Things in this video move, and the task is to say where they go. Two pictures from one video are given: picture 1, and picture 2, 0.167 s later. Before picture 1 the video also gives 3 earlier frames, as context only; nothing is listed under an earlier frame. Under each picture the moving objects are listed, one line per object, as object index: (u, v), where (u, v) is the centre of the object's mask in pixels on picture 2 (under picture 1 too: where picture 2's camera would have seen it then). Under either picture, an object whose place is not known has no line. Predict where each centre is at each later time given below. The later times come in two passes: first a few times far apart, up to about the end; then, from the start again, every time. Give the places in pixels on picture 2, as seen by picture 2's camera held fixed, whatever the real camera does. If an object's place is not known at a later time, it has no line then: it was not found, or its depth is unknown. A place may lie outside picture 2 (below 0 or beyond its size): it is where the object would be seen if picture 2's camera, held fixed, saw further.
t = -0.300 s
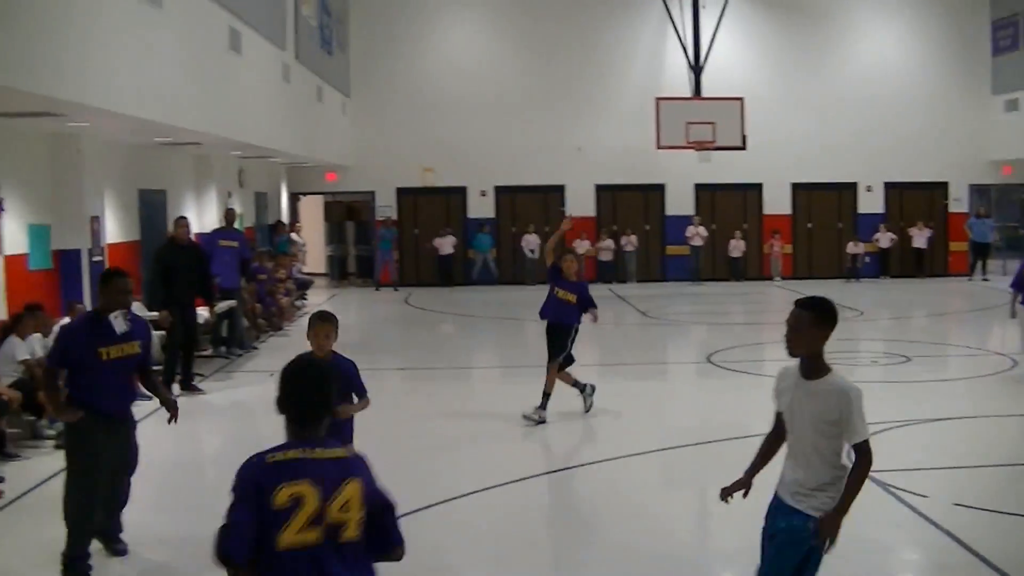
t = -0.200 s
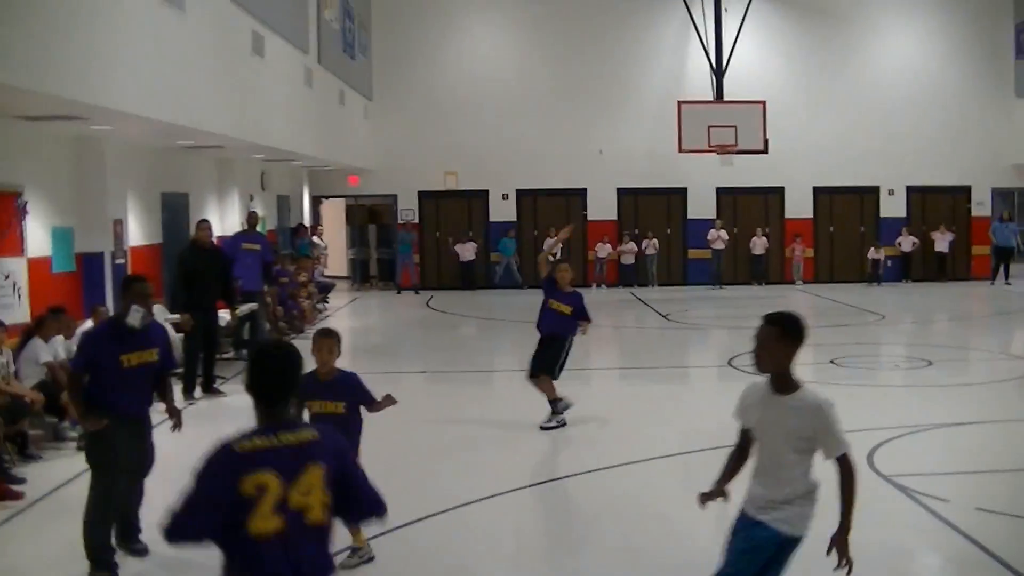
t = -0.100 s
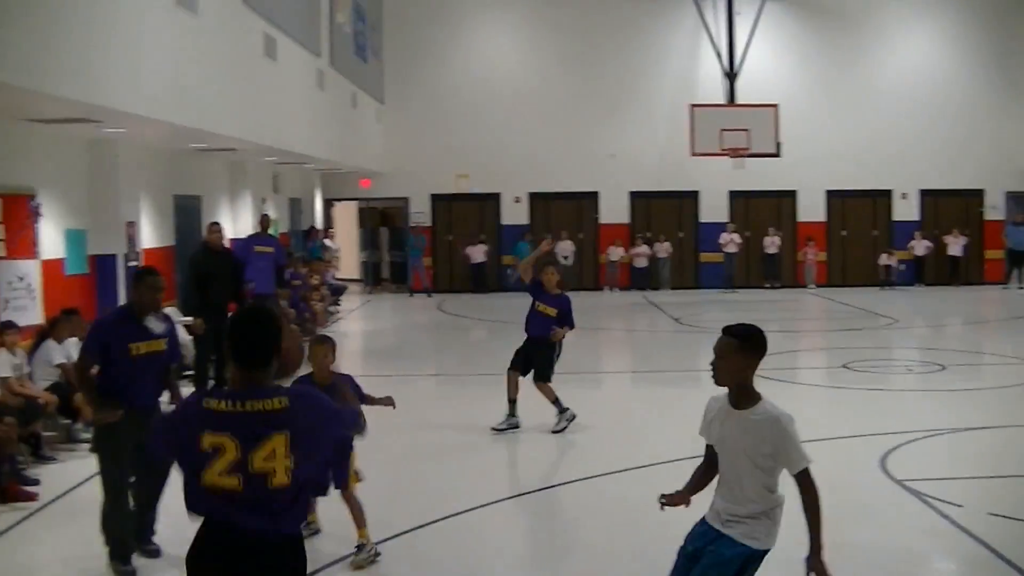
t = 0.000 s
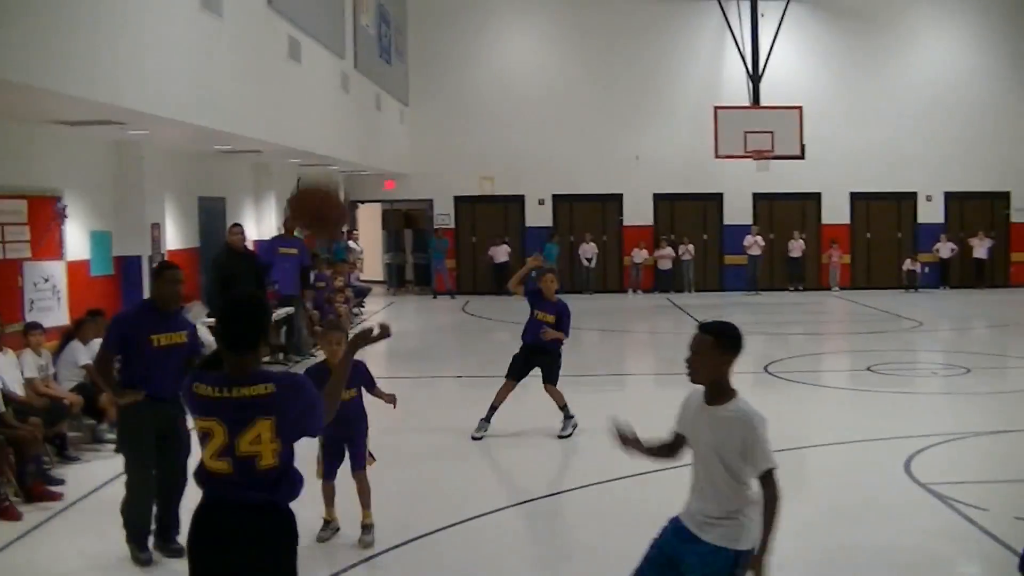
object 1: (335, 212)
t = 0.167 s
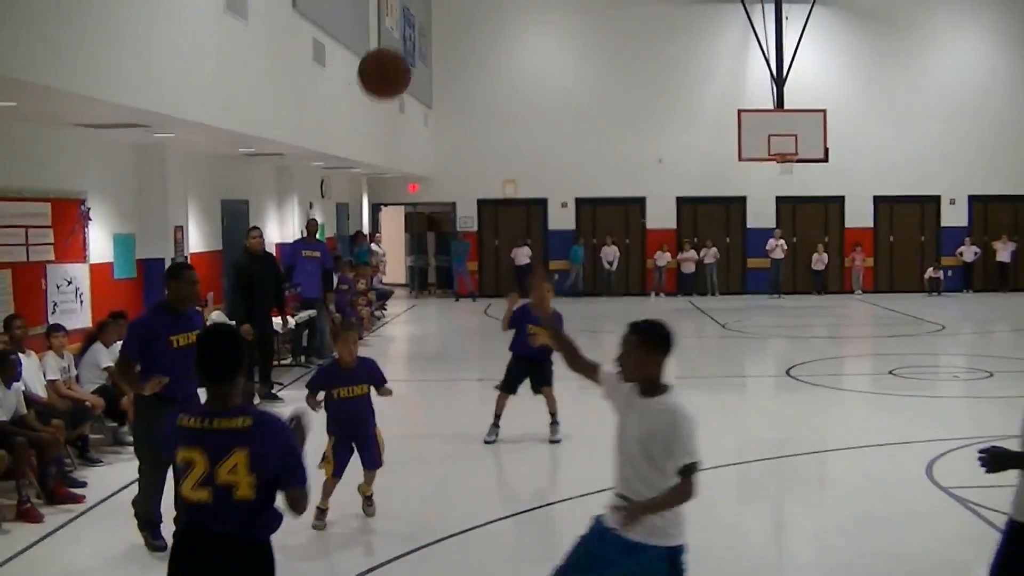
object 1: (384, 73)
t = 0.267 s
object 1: (404, 36)
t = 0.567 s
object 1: (450, 46)
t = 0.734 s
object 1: (469, 105)
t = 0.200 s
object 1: (391, 58)
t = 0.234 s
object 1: (397, 46)
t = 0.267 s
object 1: (404, 36)
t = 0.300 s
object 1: (410, 29)
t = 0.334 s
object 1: (416, 24)
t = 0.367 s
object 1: (421, 22)
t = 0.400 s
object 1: (426, 21)
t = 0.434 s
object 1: (432, 23)
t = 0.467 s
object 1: (437, 27)
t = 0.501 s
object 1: (441, 32)
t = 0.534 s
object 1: (446, 38)
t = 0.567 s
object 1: (450, 46)
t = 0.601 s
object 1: (454, 56)
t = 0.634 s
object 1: (458, 66)
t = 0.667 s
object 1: (462, 78)
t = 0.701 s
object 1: (465, 91)
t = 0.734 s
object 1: (469, 105)
